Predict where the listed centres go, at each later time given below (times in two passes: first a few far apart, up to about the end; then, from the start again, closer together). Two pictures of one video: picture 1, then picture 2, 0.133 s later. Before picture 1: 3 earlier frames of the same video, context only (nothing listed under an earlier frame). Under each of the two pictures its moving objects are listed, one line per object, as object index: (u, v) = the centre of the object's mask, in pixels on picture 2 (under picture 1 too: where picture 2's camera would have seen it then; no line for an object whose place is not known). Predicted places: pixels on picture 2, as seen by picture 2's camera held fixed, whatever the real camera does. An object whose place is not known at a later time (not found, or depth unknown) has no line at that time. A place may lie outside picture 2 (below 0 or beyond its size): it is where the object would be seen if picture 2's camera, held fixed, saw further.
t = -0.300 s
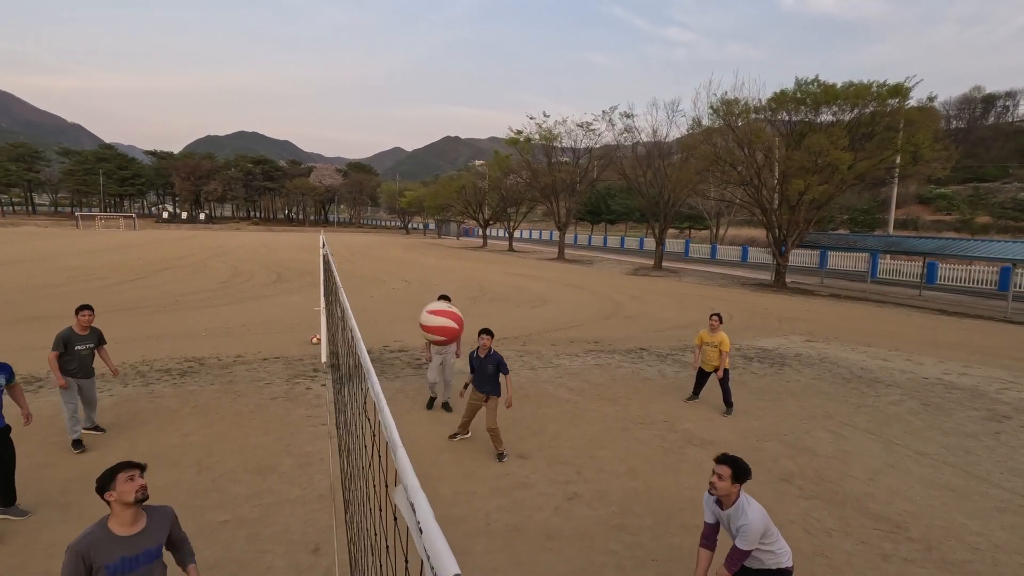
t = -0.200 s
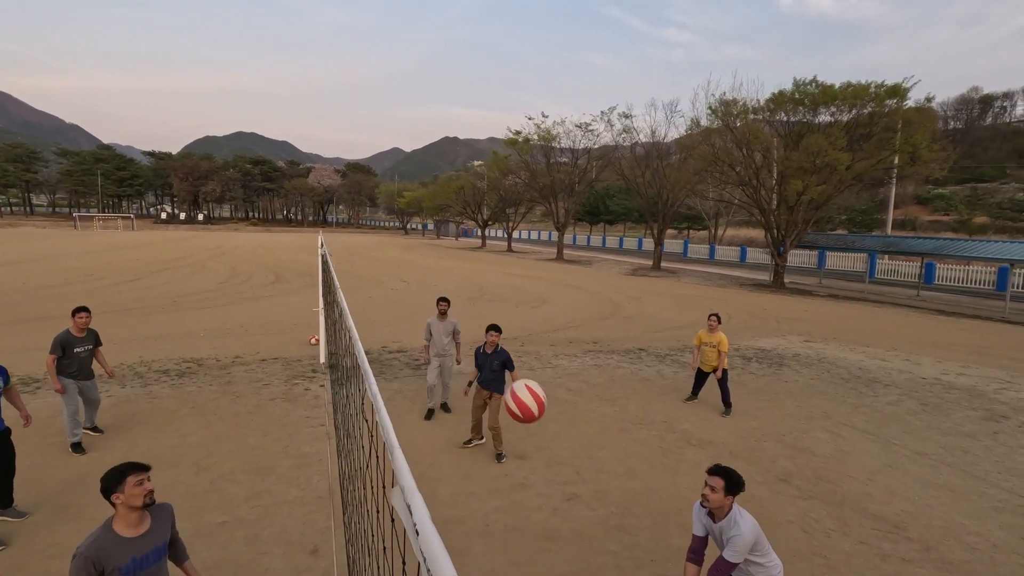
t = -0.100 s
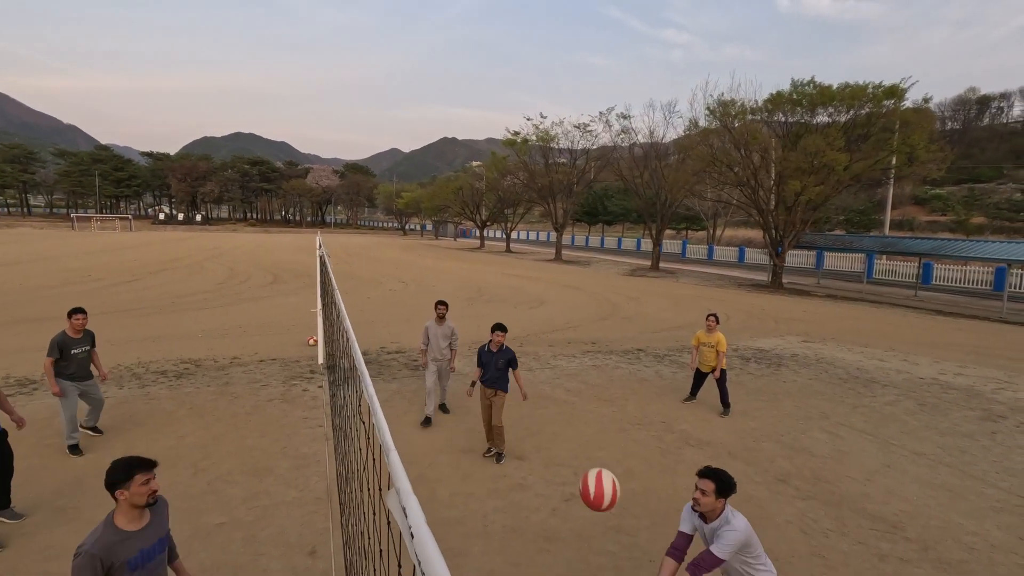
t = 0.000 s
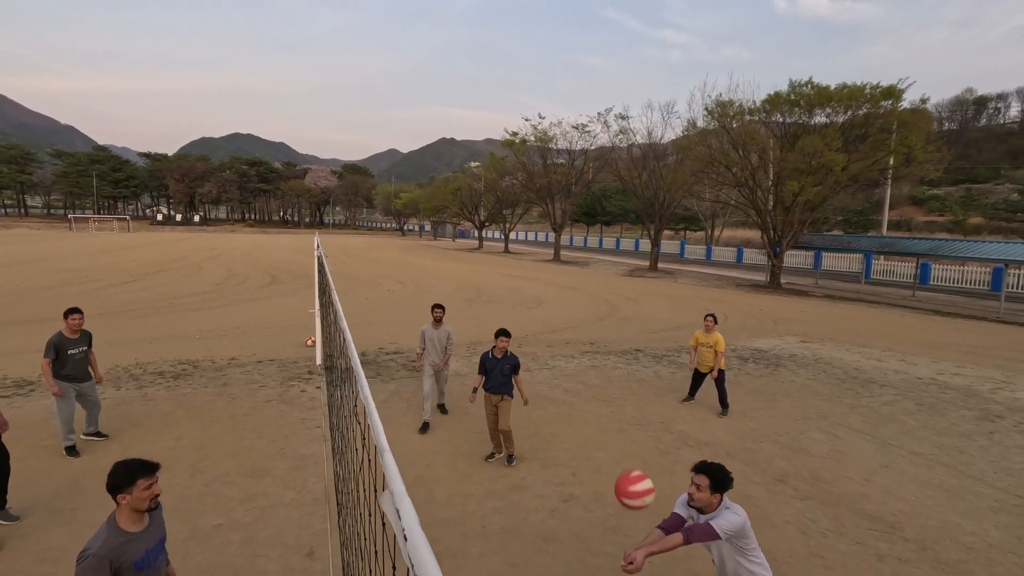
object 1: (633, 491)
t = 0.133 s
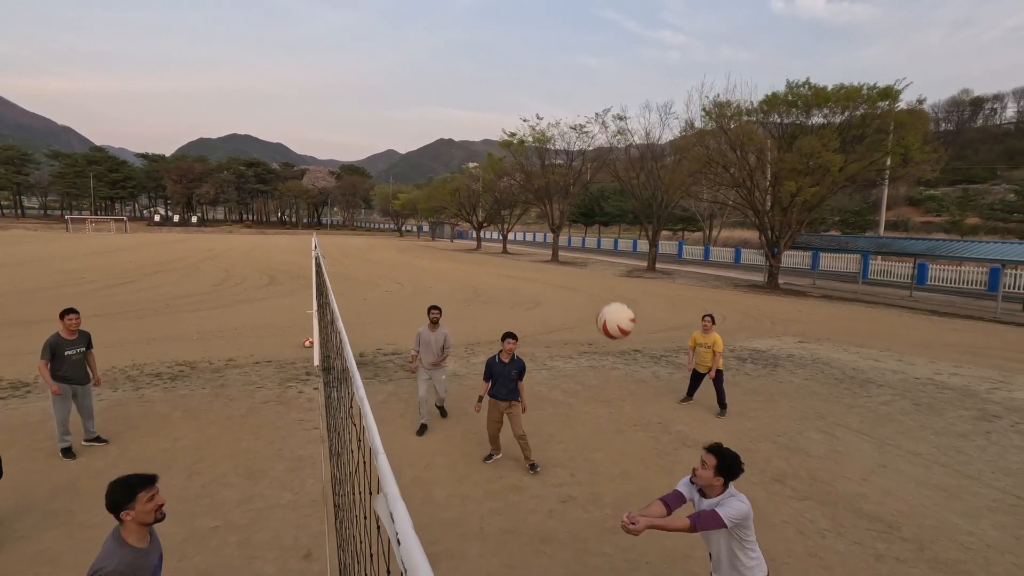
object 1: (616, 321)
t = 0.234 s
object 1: (603, 219)
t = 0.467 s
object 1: (573, 74)
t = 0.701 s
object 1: (548, 34)
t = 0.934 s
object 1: (527, 75)
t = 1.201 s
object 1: (506, 195)
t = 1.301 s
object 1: (500, 252)
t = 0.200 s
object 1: (607, 251)
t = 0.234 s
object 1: (603, 219)
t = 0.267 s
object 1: (598, 192)
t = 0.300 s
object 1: (594, 165)
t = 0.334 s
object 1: (591, 143)
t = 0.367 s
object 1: (586, 122)
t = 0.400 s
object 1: (582, 104)
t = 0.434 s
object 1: (578, 87)
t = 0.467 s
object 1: (573, 74)
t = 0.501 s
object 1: (570, 62)
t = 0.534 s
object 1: (566, 52)
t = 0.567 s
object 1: (562, 45)
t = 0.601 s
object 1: (559, 40)
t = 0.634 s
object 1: (555, 36)
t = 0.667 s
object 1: (551, 34)
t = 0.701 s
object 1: (548, 34)
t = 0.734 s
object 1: (545, 35)
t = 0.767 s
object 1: (542, 38)
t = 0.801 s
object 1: (538, 43)
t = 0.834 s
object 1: (536, 49)
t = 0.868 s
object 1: (533, 57)
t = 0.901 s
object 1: (530, 66)
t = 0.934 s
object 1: (527, 75)
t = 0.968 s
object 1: (524, 87)
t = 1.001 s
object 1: (521, 99)
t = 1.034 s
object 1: (518, 112)
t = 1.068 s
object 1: (516, 126)
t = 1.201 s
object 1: (506, 195)
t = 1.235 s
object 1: (504, 213)
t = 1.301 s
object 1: (500, 252)
